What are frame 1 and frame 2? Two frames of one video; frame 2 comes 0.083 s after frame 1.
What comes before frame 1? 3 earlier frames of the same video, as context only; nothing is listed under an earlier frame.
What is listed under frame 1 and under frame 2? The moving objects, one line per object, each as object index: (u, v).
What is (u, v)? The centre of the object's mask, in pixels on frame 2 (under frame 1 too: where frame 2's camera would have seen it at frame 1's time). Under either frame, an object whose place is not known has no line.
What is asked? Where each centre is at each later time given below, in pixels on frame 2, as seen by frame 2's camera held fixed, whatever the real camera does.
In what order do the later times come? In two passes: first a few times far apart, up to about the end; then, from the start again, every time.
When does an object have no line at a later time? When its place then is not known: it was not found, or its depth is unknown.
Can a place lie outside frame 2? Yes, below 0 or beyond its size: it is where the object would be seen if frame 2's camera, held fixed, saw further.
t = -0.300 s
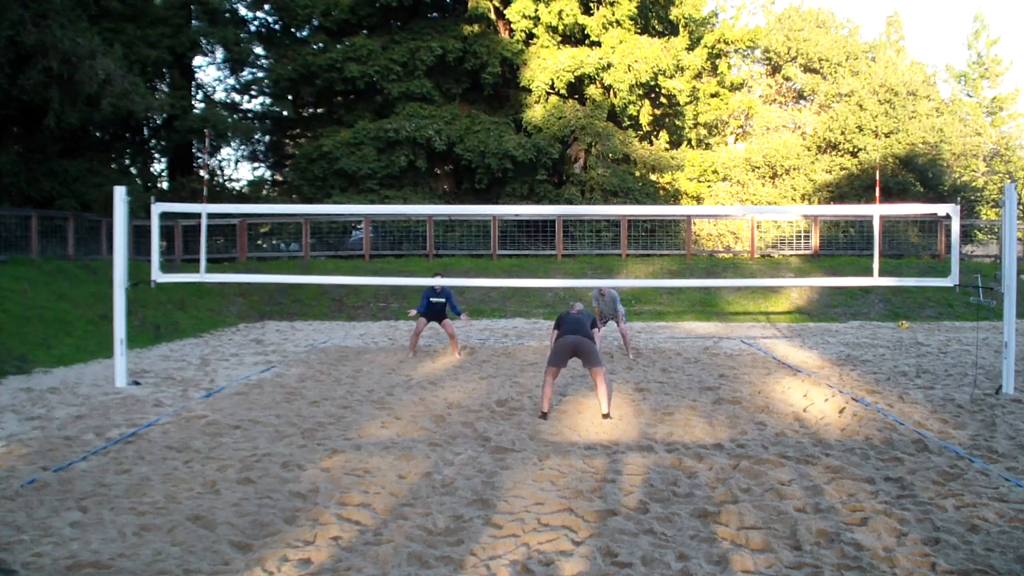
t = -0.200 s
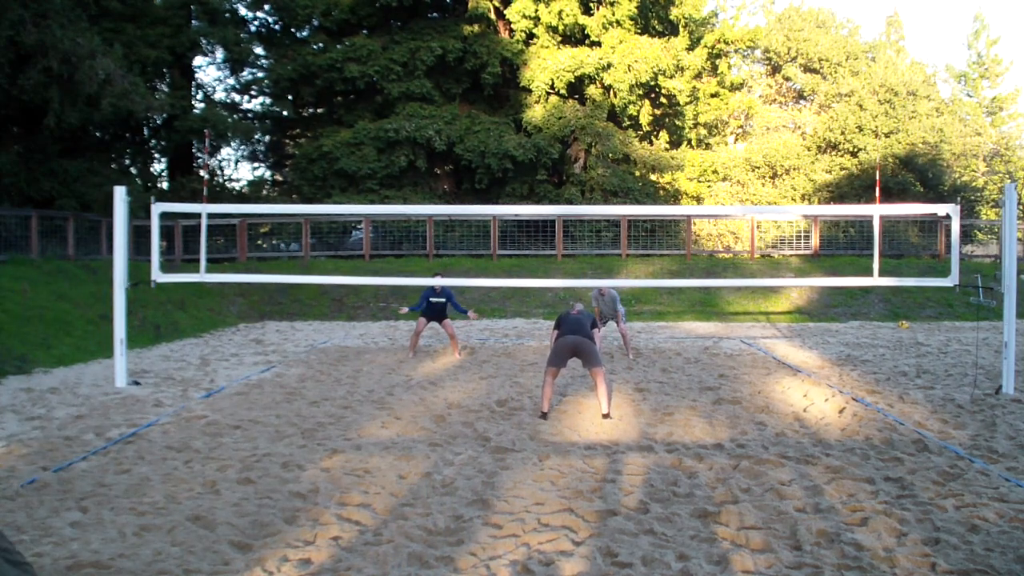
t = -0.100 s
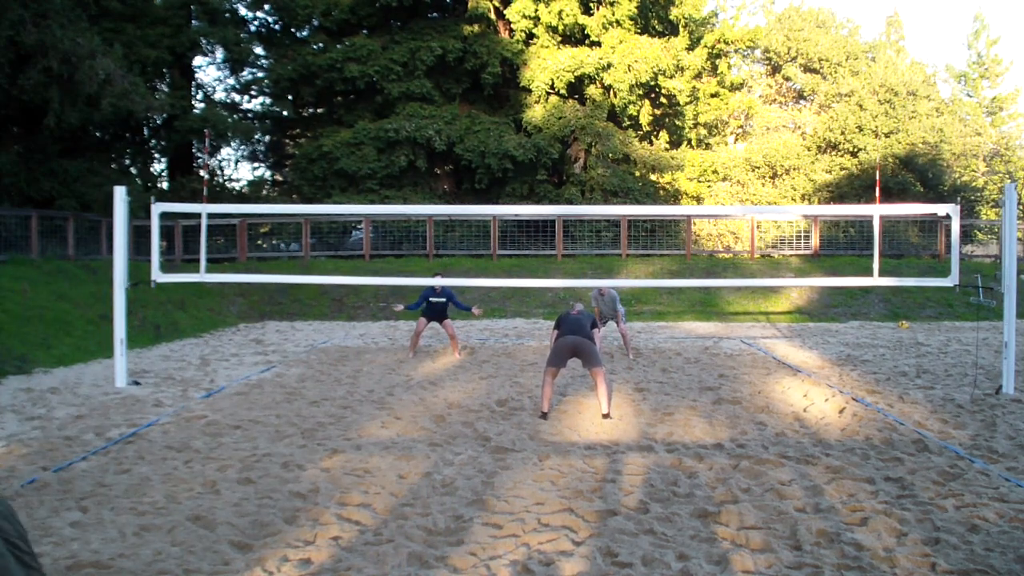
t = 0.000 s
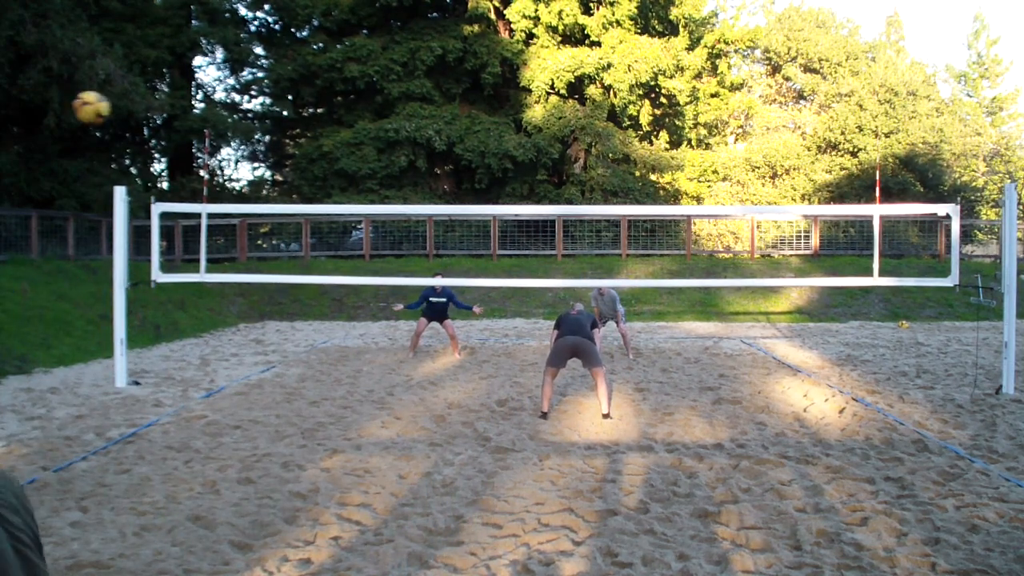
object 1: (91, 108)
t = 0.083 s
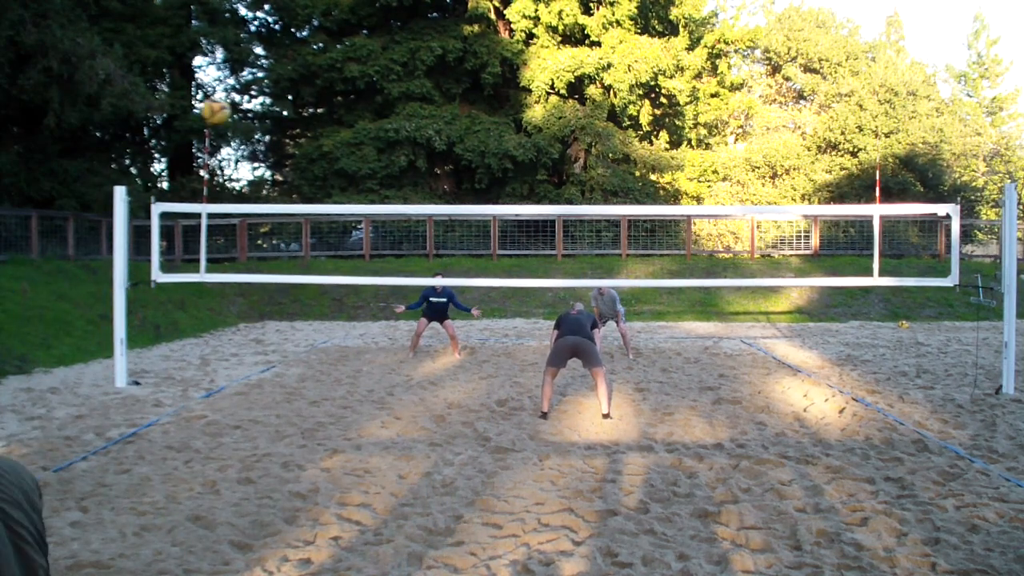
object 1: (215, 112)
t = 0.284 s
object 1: (401, 142)
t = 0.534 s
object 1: (522, 204)
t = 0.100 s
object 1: (235, 114)
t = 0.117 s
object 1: (255, 115)
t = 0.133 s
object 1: (273, 116)
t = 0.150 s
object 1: (291, 118)
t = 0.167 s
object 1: (307, 120)
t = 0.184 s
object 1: (322, 123)
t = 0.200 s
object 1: (337, 126)
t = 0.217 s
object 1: (351, 128)
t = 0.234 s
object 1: (365, 132)
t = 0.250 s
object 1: (377, 135)
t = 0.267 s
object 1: (389, 138)
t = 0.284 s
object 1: (401, 142)
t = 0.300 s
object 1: (411, 146)
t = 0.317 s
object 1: (422, 150)
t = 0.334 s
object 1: (432, 154)
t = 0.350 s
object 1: (442, 158)
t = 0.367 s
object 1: (450, 162)
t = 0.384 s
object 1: (458, 167)
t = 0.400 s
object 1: (467, 171)
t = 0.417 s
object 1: (475, 176)
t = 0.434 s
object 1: (482, 180)
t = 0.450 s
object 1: (490, 185)
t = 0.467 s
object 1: (496, 190)
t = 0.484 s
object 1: (503, 195)
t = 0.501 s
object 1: (509, 198)
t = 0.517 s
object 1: (516, 201)
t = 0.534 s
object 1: (522, 204)
